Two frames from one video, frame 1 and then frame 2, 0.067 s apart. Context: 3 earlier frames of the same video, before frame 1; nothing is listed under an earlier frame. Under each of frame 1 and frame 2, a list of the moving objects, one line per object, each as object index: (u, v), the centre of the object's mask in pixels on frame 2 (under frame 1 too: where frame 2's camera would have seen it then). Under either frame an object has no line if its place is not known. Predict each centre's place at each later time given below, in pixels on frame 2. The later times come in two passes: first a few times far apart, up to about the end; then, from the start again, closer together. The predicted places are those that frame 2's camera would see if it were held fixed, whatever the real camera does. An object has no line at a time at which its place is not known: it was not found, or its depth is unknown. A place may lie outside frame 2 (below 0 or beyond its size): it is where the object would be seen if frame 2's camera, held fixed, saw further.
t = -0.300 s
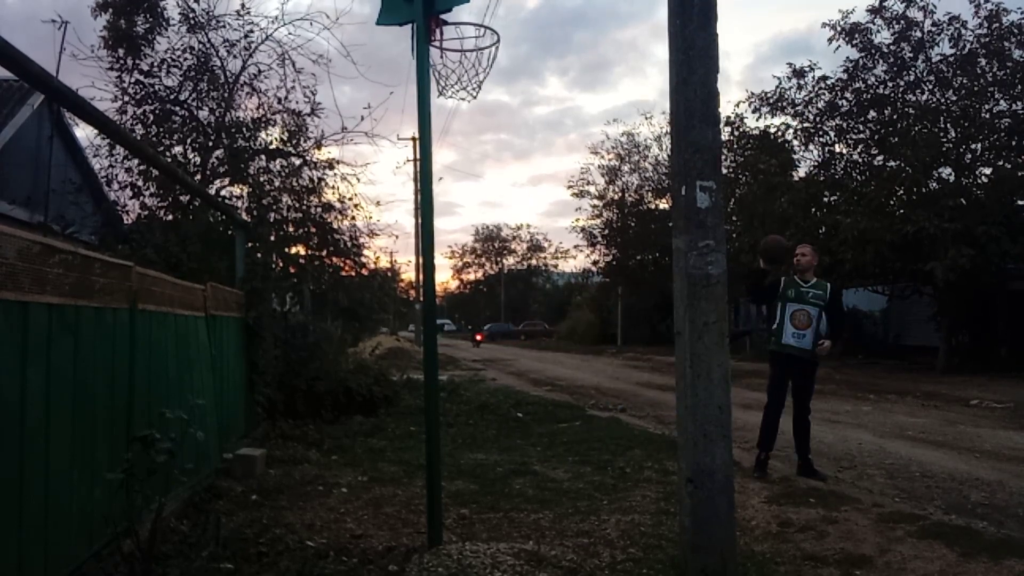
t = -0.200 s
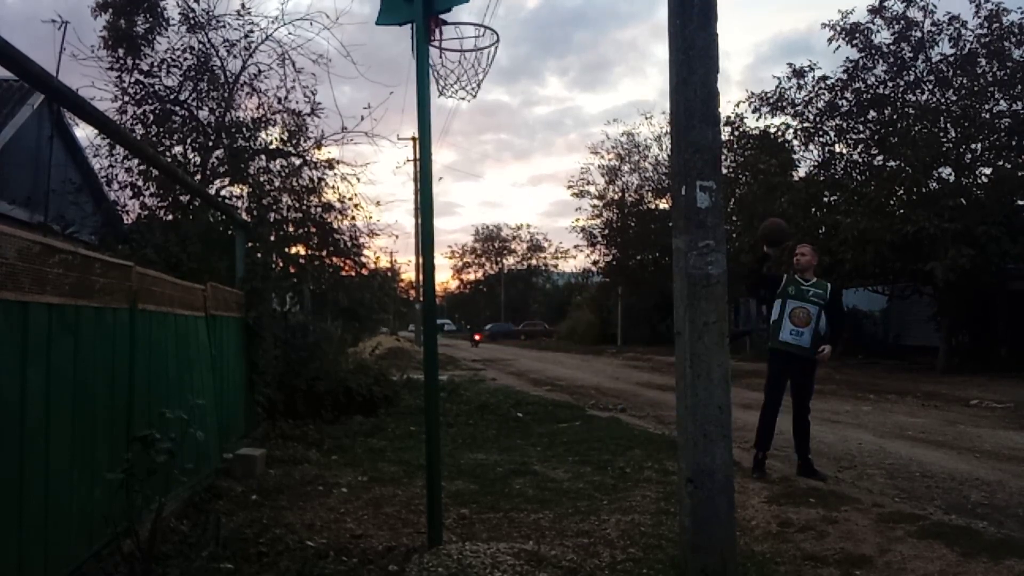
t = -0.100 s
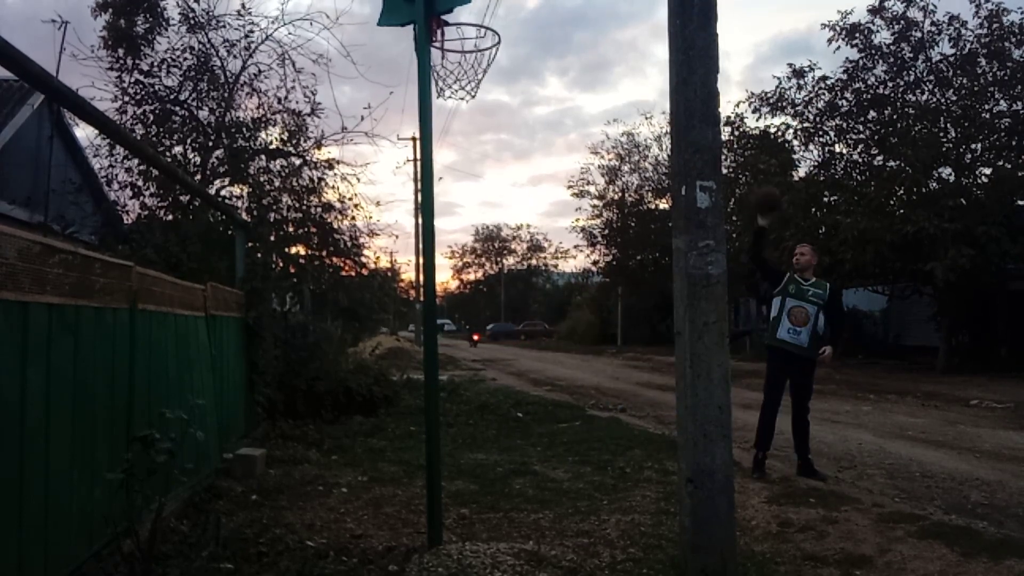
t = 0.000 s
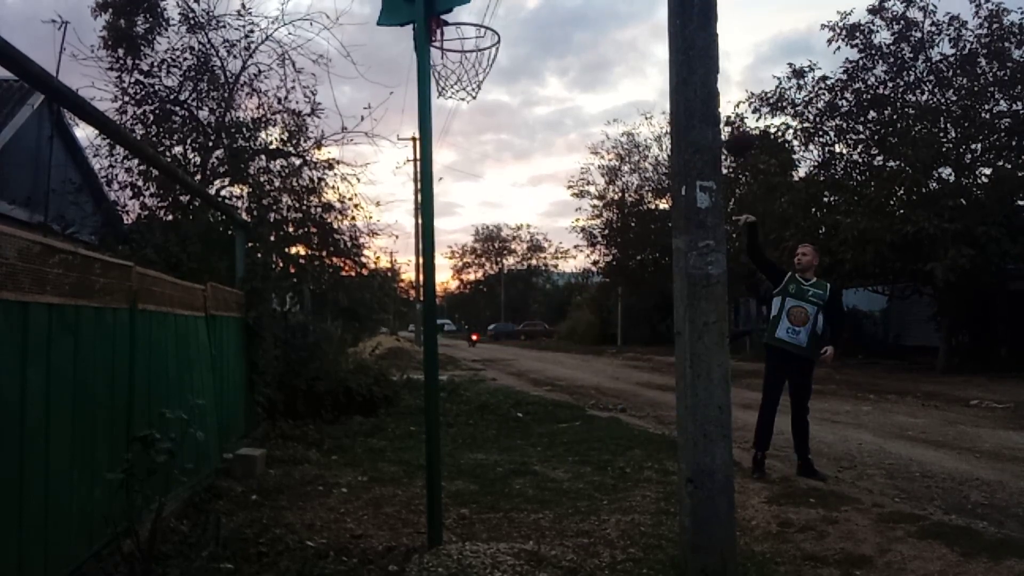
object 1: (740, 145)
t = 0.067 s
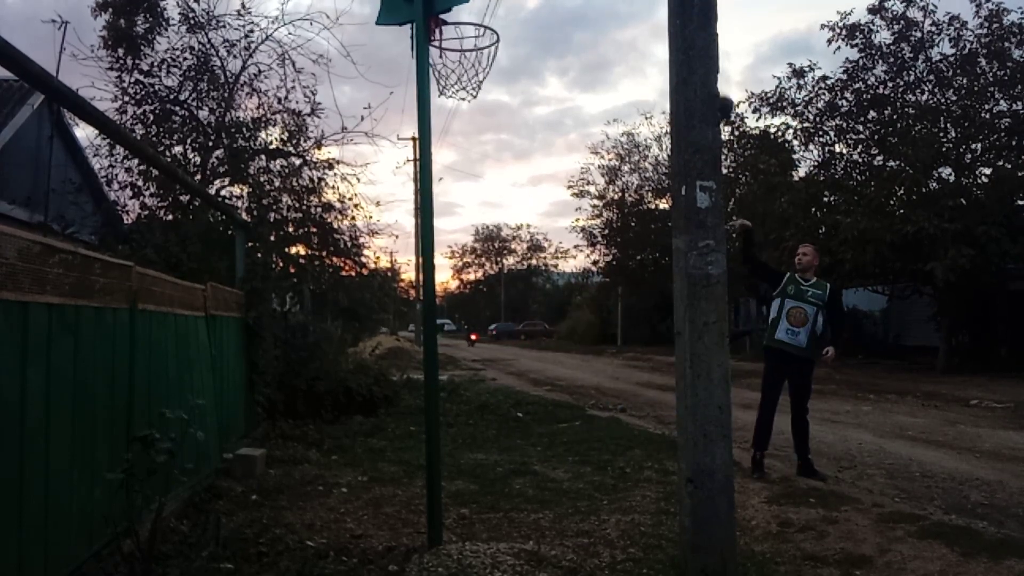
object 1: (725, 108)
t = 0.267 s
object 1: (654, 30)
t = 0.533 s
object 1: (559, 4)
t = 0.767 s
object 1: (461, 24)
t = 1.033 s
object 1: (479, 35)
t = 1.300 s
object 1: (448, 58)
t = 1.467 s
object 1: (464, 109)
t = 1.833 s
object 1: (503, 345)
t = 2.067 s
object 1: (524, 461)
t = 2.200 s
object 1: (531, 388)
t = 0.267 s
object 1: (654, 30)
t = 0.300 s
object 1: (644, 20)
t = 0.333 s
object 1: (632, 13)
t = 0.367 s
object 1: (620, 10)
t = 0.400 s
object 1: (608, 7)
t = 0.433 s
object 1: (597, 6)
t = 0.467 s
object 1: (584, 5)
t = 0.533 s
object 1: (559, 4)
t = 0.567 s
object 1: (546, 5)
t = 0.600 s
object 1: (532, 7)
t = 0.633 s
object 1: (518, 9)
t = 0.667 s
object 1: (504, 12)
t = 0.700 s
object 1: (489, 18)
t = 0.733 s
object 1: (475, 20)
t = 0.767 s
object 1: (461, 24)
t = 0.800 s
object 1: (452, 28)
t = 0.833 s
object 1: (446, 33)
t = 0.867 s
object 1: (446, 37)
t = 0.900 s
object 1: (451, 41)
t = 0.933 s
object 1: (462, 42)
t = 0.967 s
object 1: (472, 42)
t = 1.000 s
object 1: (478, 39)
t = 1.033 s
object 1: (479, 35)
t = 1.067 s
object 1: (475, 33)
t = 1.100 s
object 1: (469, 31)
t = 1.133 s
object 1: (461, 31)
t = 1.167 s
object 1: (453, 34)
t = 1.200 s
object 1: (447, 38)
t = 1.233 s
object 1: (446, 47)
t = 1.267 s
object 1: (446, 50)
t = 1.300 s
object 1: (448, 58)
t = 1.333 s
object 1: (451, 66)
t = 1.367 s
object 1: (454, 77)
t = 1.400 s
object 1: (457, 87)
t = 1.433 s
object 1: (461, 97)
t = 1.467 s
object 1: (464, 109)
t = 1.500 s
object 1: (468, 122)
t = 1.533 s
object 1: (471, 136)
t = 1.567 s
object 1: (474, 153)
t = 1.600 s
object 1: (478, 171)
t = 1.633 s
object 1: (481, 191)
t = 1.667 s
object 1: (485, 213)
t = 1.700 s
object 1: (489, 237)
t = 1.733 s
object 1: (492, 262)
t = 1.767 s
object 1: (494, 288)
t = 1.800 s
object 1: (498, 312)
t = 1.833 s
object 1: (503, 345)
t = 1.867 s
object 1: (506, 374)
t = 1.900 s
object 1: (511, 409)
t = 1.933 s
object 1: (514, 440)
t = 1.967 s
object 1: (518, 479)
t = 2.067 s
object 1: (524, 461)
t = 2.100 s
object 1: (526, 438)
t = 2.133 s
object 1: (527, 419)
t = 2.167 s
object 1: (530, 403)
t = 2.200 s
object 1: (531, 388)
